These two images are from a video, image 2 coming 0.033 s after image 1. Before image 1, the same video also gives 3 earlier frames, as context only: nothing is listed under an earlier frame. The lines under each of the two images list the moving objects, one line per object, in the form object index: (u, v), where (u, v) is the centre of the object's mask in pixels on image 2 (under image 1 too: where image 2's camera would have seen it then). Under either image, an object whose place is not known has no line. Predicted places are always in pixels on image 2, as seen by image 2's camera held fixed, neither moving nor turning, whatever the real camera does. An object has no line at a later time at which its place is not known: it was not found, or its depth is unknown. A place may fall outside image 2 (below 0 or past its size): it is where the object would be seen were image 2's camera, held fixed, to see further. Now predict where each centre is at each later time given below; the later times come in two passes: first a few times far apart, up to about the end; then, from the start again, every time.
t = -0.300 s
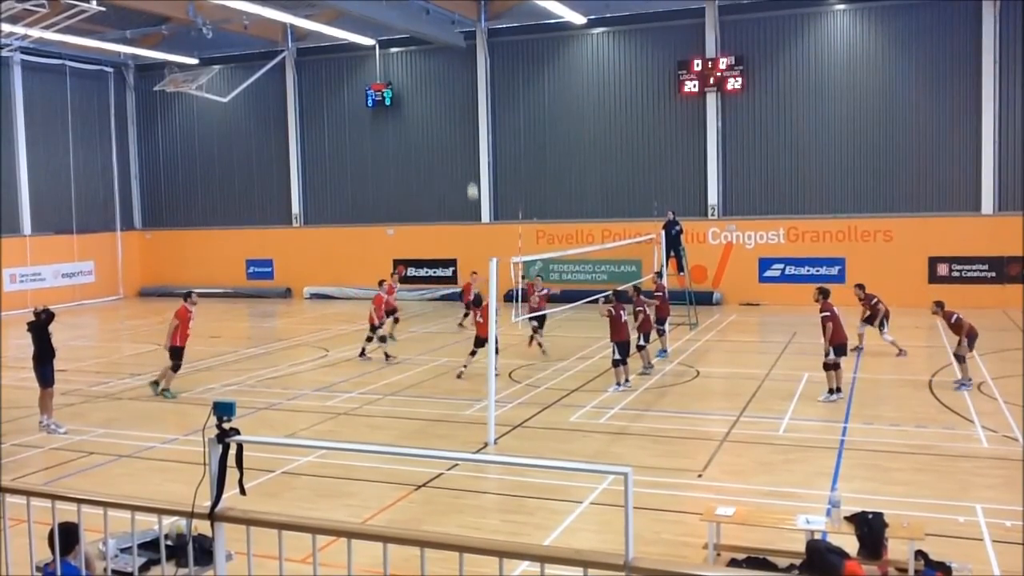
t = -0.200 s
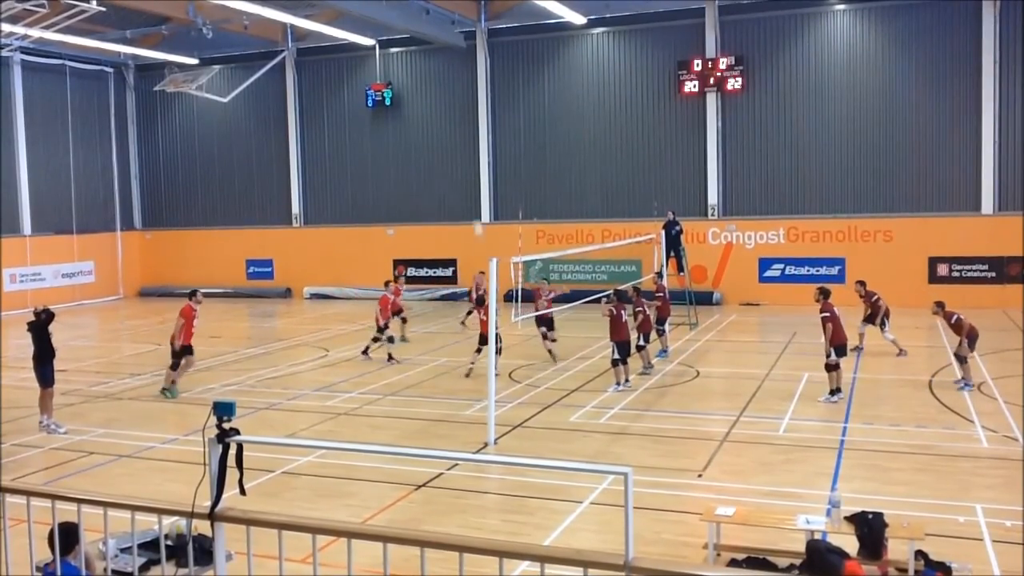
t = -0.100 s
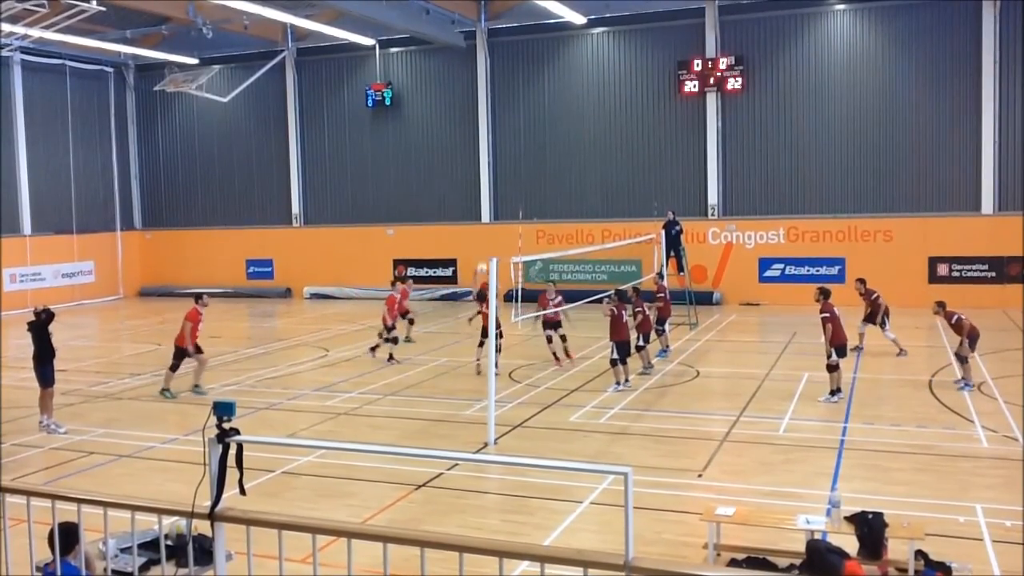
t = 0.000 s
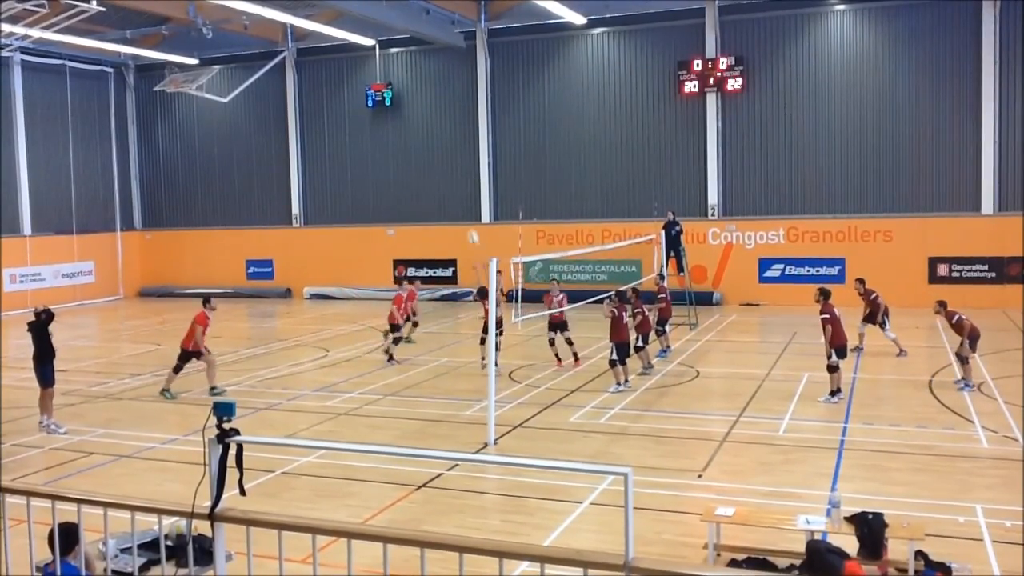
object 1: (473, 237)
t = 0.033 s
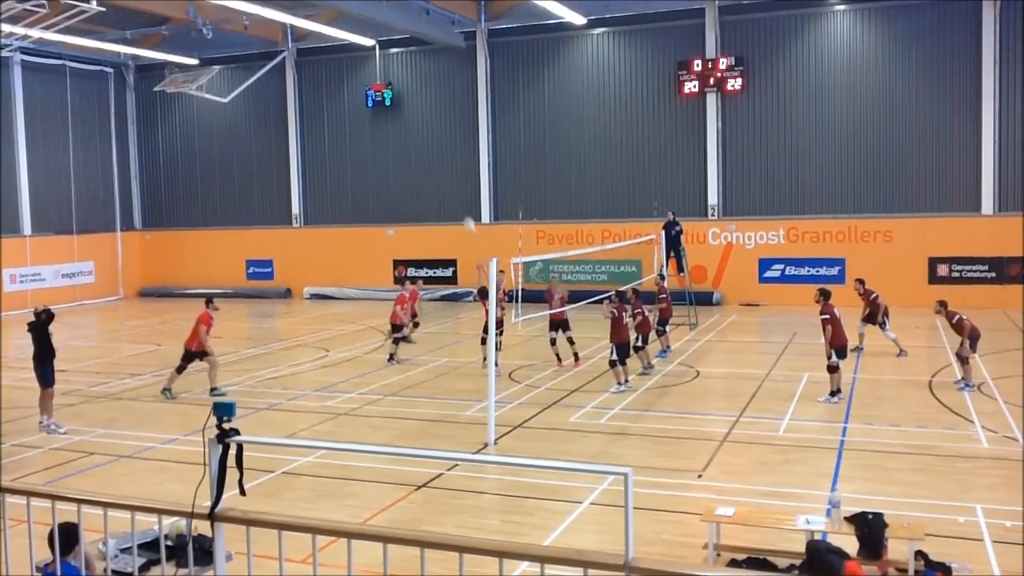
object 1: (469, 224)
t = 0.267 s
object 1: (446, 157)
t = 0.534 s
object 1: (420, 113)
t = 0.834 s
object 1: (392, 110)
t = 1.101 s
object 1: (367, 151)
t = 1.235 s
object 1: (356, 187)
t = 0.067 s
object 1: (466, 214)
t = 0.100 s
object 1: (463, 203)
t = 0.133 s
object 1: (459, 193)
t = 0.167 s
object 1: (456, 183)
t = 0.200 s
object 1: (453, 174)
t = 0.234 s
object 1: (450, 165)
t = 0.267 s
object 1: (446, 157)
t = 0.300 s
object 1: (443, 149)
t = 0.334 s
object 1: (440, 142)
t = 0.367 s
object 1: (437, 136)
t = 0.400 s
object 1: (433, 130)
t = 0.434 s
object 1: (430, 124)
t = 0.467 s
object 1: (427, 120)
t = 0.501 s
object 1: (424, 116)
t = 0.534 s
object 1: (420, 113)
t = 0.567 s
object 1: (417, 110)
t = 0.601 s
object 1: (414, 107)
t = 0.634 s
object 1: (410, 106)
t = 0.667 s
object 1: (408, 105)
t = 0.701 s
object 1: (404, 105)
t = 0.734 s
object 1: (401, 105)
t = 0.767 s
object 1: (398, 106)
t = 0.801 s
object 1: (395, 107)
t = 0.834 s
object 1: (392, 110)
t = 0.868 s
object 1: (389, 113)
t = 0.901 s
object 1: (386, 116)
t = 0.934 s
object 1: (382, 120)
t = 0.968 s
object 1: (379, 125)
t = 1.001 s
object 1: (376, 130)
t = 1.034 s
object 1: (373, 137)
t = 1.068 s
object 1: (370, 143)
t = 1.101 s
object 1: (367, 151)
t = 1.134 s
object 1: (364, 159)
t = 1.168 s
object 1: (361, 168)
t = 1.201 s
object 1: (359, 177)
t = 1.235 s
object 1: (356, 187)
